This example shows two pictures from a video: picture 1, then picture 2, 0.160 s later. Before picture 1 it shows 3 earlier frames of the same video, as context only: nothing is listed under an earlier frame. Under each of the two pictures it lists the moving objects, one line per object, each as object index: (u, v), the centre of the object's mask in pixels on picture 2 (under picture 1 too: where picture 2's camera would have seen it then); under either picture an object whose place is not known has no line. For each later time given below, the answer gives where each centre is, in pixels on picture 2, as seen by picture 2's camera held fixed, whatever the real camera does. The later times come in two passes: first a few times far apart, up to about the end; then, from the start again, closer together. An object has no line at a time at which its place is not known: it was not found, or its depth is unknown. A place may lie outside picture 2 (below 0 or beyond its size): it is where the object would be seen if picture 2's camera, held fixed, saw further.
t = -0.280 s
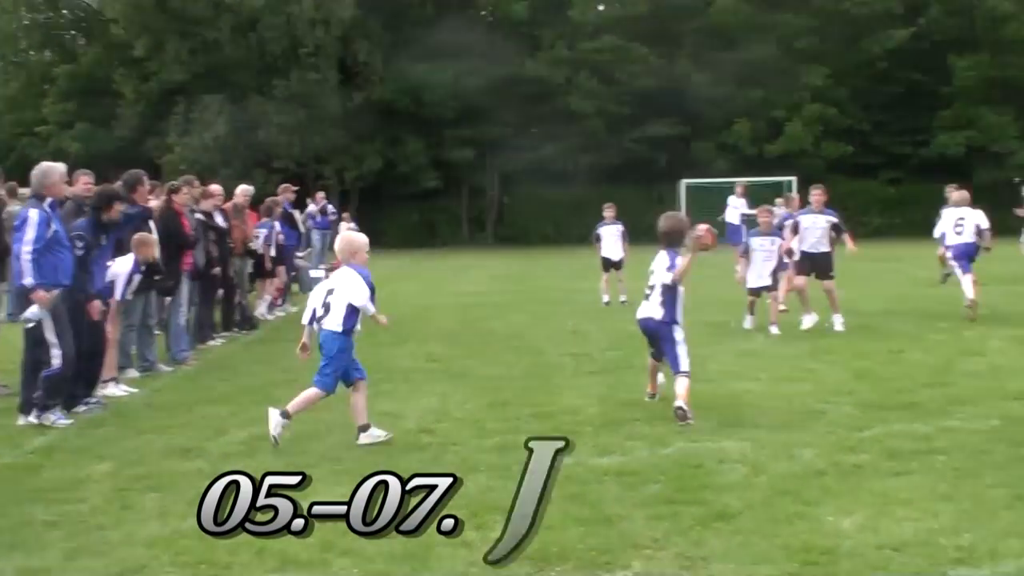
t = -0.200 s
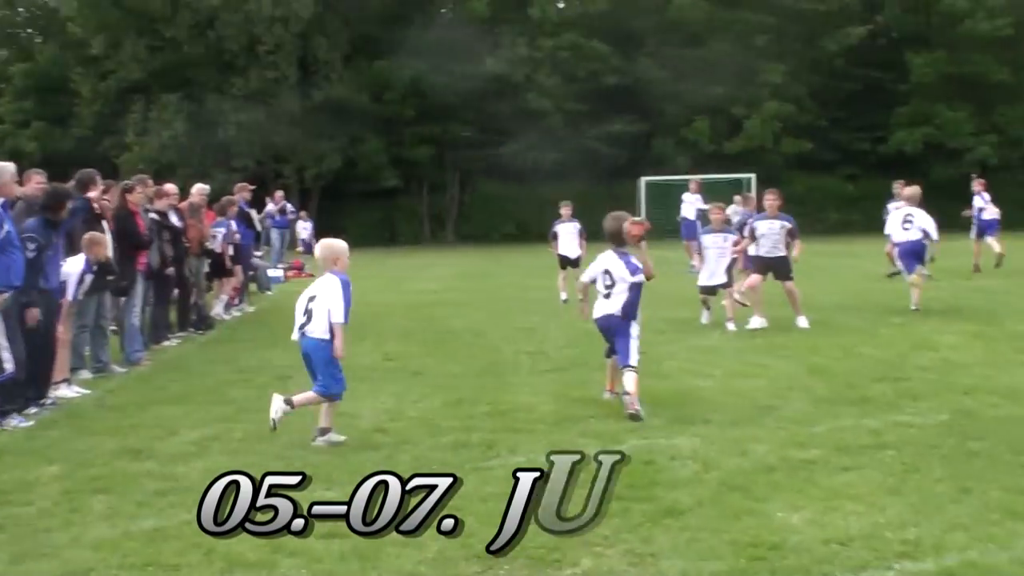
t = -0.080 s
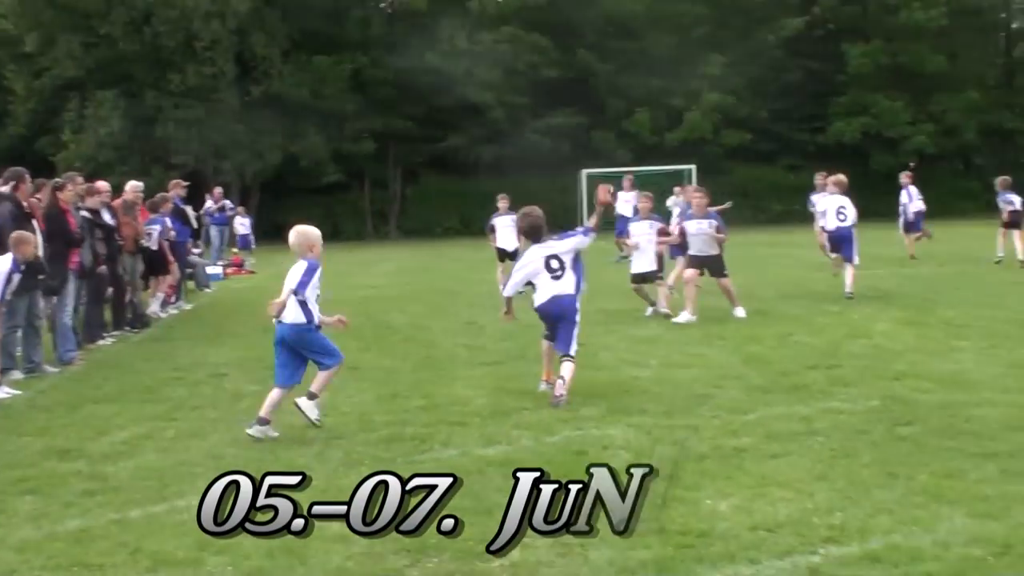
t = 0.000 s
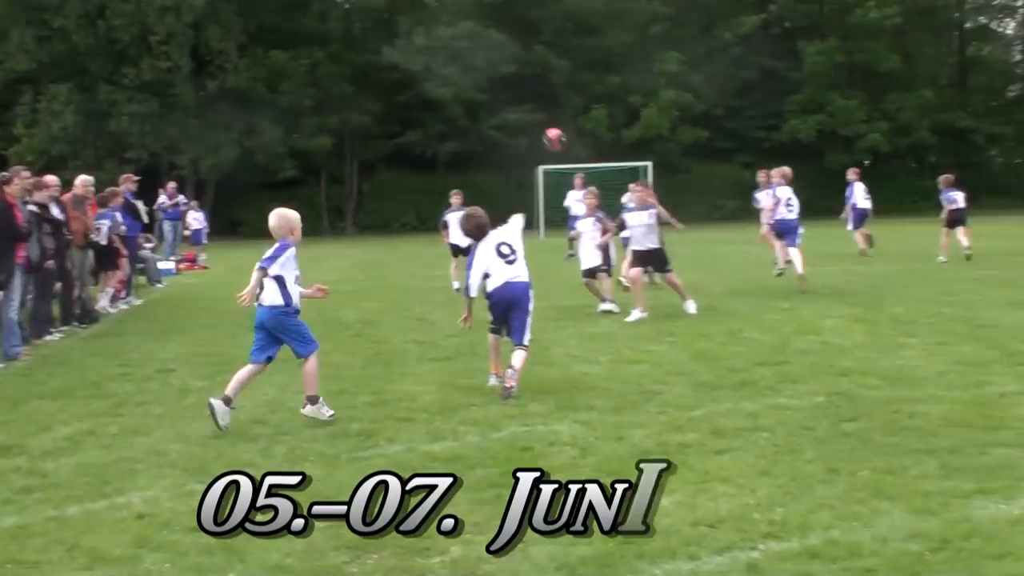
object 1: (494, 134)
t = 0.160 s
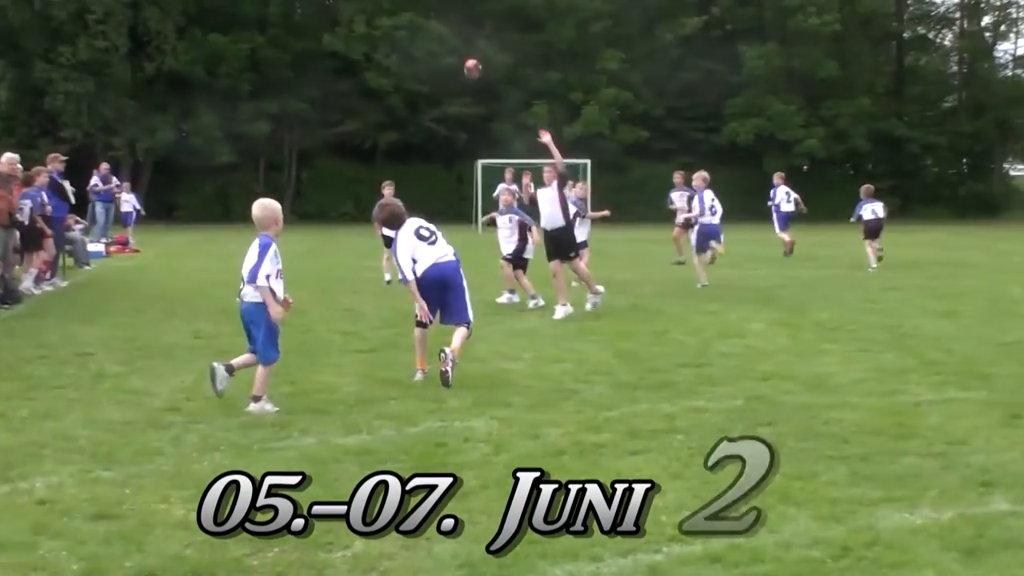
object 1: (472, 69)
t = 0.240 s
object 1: (466, 53)
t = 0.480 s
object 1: (446, 46)
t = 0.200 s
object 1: (469, 60)
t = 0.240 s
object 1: (466, 53)
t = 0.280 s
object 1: (464, 47)
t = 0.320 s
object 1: (457, 45)
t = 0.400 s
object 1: (451, 42)
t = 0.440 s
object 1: (449, 43)
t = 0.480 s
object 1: (446, 46)
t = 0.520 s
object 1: (444, 50)
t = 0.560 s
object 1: (441, 54)
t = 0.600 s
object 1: (438, 60)
